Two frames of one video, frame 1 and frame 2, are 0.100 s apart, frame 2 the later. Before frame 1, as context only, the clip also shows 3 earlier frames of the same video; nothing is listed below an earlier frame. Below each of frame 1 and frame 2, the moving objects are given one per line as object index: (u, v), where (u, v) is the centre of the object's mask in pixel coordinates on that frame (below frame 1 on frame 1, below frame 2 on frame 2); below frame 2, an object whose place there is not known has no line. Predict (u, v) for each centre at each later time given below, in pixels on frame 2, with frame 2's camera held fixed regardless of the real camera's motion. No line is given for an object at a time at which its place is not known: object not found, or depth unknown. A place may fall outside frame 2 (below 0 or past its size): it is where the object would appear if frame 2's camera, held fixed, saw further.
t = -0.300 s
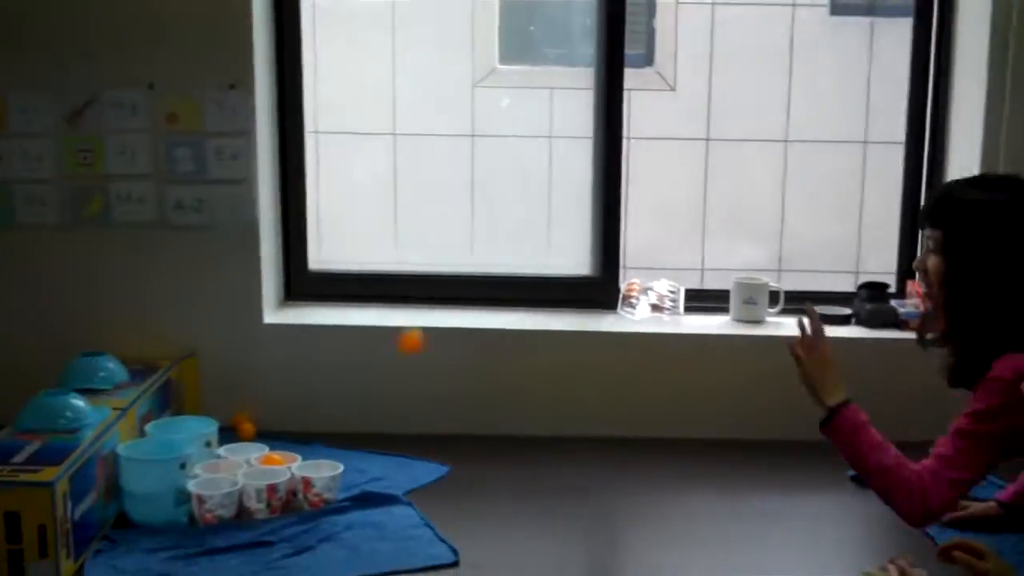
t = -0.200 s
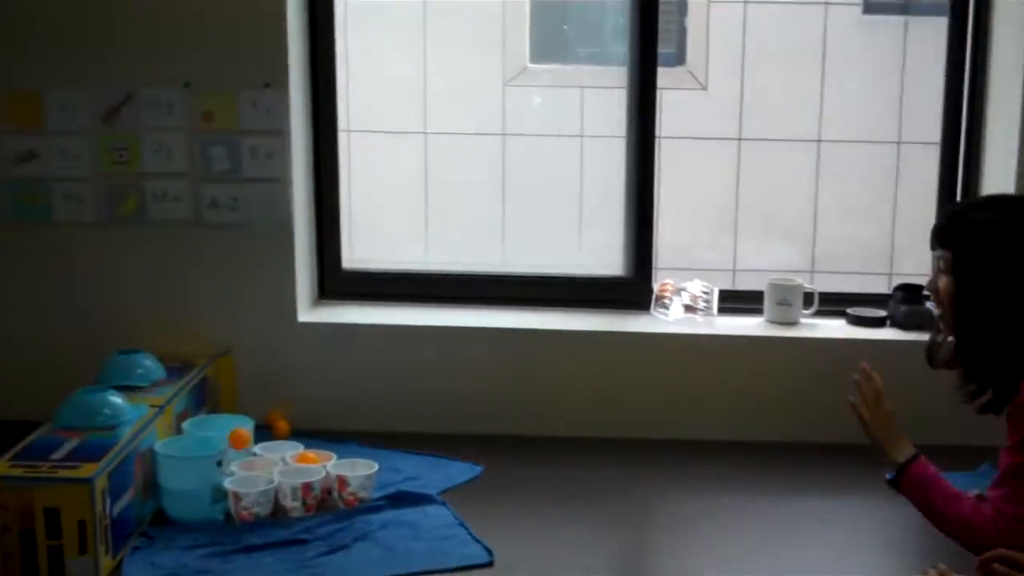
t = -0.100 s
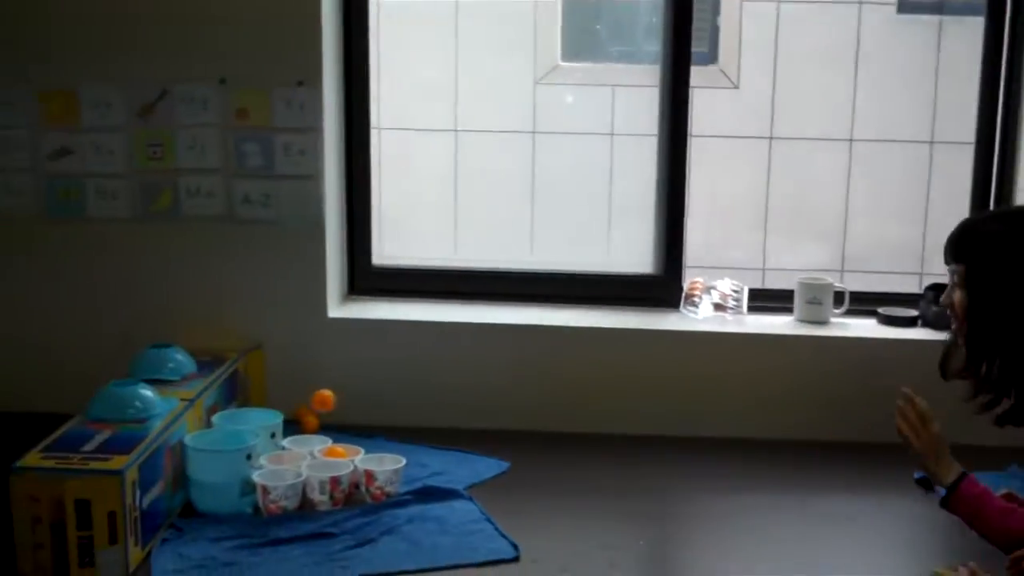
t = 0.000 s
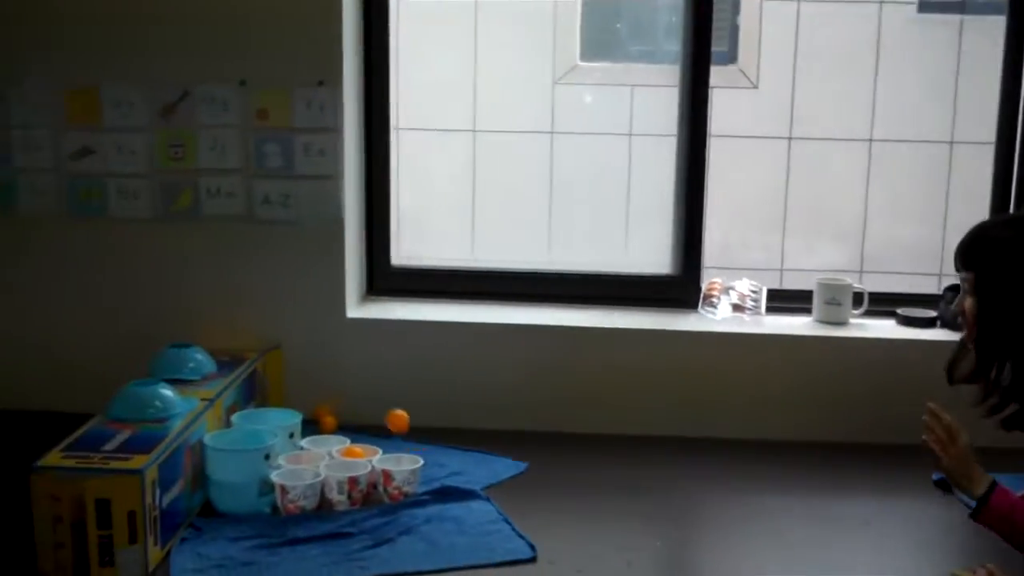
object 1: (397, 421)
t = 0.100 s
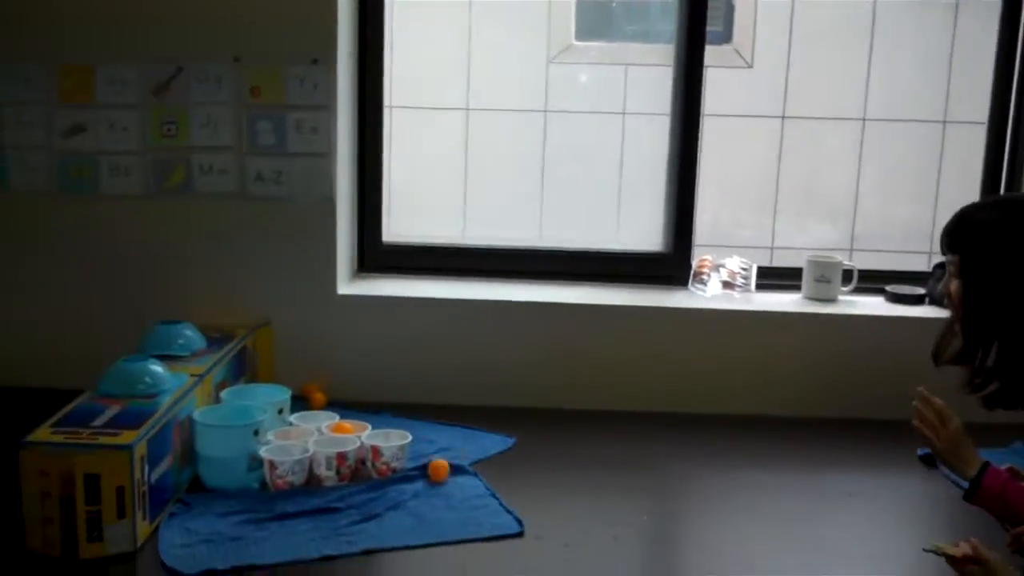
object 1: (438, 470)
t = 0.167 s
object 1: (463, 444)
